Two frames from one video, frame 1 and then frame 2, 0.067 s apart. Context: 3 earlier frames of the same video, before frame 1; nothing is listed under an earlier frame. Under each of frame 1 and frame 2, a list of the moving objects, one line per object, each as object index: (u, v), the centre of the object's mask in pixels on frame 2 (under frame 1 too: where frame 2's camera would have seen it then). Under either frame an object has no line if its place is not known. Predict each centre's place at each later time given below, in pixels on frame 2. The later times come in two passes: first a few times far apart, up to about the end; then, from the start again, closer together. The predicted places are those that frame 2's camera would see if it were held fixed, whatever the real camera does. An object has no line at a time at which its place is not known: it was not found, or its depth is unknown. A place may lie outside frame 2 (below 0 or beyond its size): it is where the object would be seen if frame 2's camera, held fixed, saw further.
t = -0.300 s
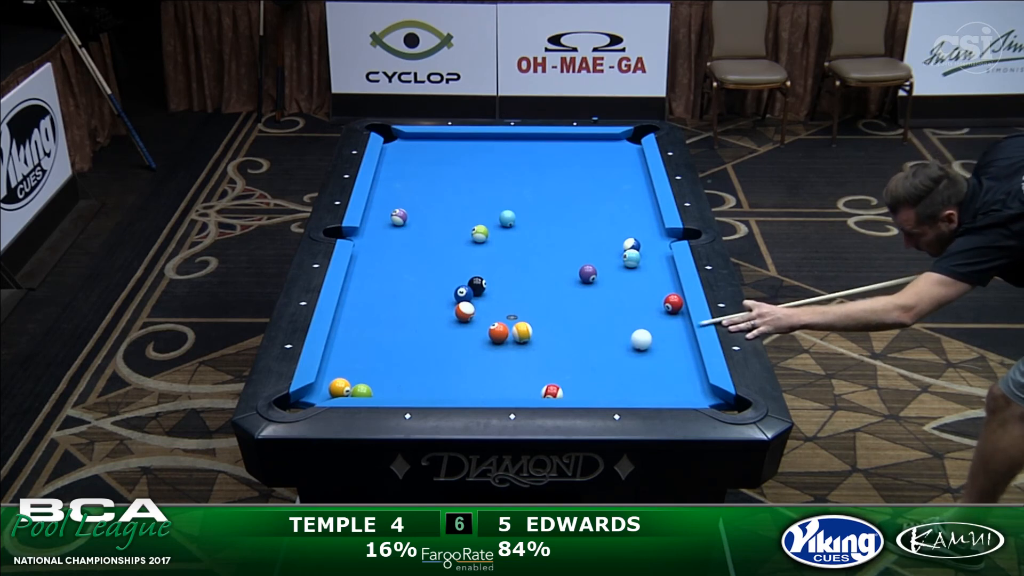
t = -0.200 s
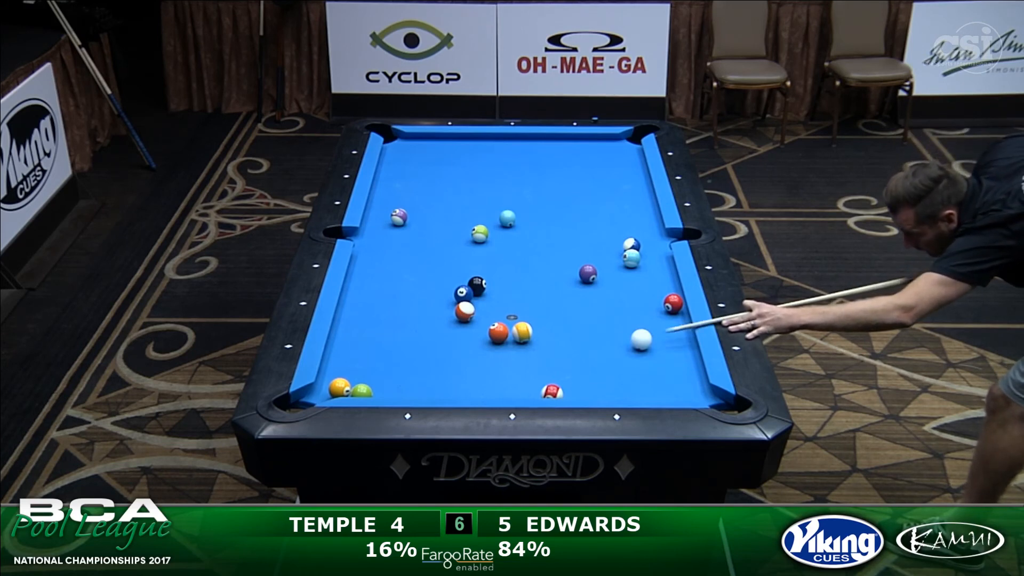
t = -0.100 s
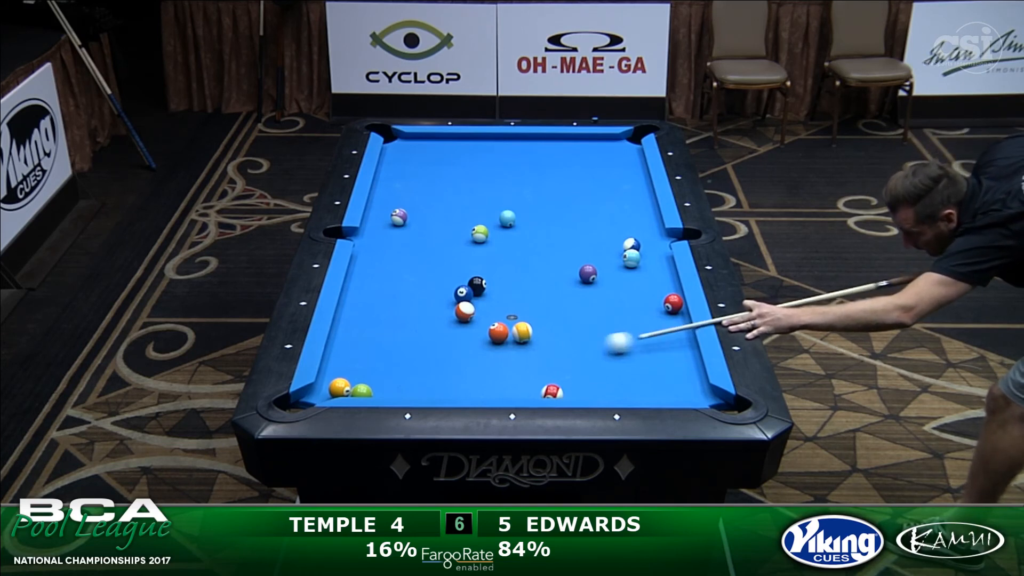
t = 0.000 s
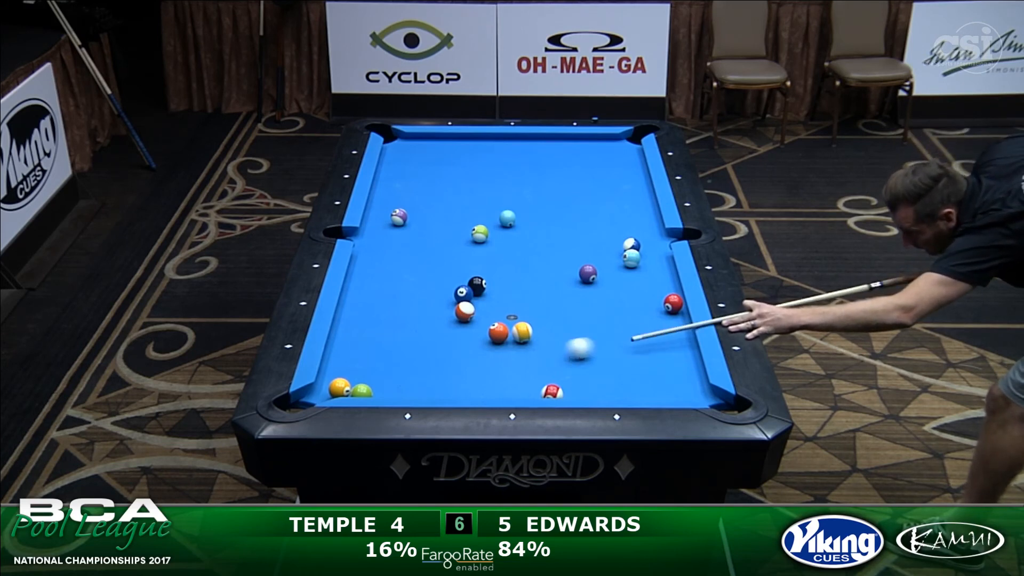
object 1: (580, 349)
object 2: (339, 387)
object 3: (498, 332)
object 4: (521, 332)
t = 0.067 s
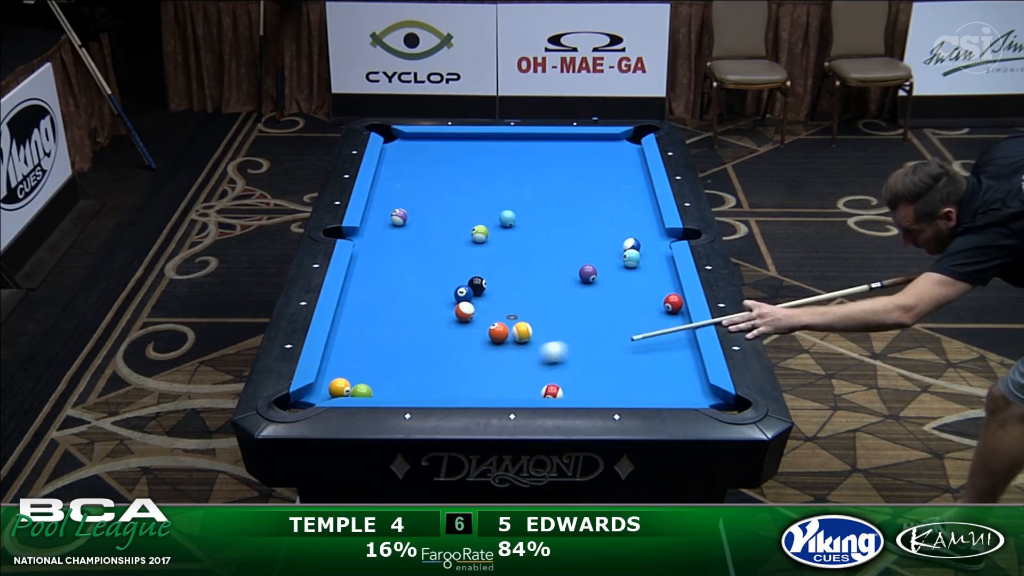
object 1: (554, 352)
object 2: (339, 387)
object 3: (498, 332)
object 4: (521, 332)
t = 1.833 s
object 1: (480, 338)
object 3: (499, 332)
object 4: (521, 332)
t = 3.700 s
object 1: (491, 338)
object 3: (512, 321)
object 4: (547, 331)
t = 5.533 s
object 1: (491, 338)
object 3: (512, 321)
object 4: (547, 331)
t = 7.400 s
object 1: (491, 338)
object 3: (512, 321)
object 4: (547, 331)
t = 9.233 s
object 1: (491, 338)
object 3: (512, 321)
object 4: (547, 331)
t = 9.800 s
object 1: (491, 338)
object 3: (512, 321)
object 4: (547, 331)
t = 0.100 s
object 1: (541, 355)
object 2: (339, 387)
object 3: (498, 332)
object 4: (521, 332)
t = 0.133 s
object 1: (527, 356)
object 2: (339, 387)
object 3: (498, 332)
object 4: (521, 332)
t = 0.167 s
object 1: (514, 358)
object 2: (339, 387)
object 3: (498, 332)
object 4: (521, 332)
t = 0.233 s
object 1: (487, 362)
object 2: (339, 387)
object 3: (498, 332)
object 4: (521, 332)
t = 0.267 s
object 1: (474, 364)
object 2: (339, 387)
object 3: (498, 332)
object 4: (521, 332)
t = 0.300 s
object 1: (460, 366)
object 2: (339, 387)
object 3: (498, 332)
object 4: (521, 332)
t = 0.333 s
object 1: (446, 368)
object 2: (339, 387)
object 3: (498, 332)
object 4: (521, 332)
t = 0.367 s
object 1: (433, 370)
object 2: (339, 387)
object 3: (498, 332)
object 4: (521, 332)
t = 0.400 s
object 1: (419, 372)
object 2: (339, 387)
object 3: (498, 332)
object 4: (521, 332)
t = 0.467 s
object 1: (392, 376)
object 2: (339, 387)
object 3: (498, 332)
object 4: (521, 332)
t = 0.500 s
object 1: (379, 377)
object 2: (339, 387)
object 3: (498, 332)
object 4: (521, 332)
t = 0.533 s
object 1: (367, 377)
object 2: (339, 387)
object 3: (498, 332)
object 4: (521, 332)
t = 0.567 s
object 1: (354, 376)
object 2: (339, 388)
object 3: (498, 332)
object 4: (521, 332)
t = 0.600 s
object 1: (347, 377)
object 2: (330, 391)
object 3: (498, 332)
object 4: (521, 332)
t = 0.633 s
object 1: (341, 376)
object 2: (324, 394)
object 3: (498, 332)
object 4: (521, 332)
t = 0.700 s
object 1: (329, 374)
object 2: (313, 402)
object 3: (498, 332)
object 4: (521, 332)
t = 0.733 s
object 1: (335, 372)
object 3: (498, 332)
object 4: (521, 332)
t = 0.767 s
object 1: (340, 371)
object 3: (498, 332)
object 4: (521, 332)
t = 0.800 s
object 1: (345, 370)
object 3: (498, 332)
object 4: (521, 332)
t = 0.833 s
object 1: (350, 369)
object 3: (498, 332)
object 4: (521, 332)
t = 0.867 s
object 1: (355, 368)
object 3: (498, 332)
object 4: (521, 332)
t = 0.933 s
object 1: (365, 365)
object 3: (498, 332)
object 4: (521, 332)
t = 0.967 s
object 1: (370, 364)
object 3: (498, 332)
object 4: (521, 332)
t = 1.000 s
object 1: (374, 363)
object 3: (498, 332)
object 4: (521, 332)
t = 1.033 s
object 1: (379, 362)
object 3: (498, 332)
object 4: (521, 332)
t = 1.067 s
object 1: (384, 361)
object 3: (498, 332)
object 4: (521, 332)
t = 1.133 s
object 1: (393, 359)
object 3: (498, 332)
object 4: (521, 332)
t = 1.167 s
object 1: (398, 358)
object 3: (498, 332)
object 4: (521, 332)
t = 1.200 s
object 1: (403, 356)
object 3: (498, 332)
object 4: (521, 332)
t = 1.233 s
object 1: (407, 355)
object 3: (498, 332)
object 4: (521, 332)
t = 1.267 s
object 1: (411, 354)
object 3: (498, 332)
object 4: (521, 332)
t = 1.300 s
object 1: (416, 353)
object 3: (498, 332)
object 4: (521, 332)
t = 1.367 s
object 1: (425, 351)
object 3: (498, 332)
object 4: (521, 332)
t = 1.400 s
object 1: (429, 350)
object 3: (498, 332)
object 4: (521, 332)
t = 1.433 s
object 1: (433, 349)
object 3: (498, 332)
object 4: (521, 332)
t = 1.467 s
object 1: (437, 348)
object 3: (498, 332)
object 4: (521, 332)
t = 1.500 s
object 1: (441, 347)
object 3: (498, 332)
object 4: (521, 332)
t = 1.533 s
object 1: (446, 346)
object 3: (498, 332)
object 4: (521, 332)
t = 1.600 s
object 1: (454, 344)
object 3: (498, 332)
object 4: (521, 332)
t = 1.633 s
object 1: (458, 343)
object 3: (498, 332)
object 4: (521, 332)
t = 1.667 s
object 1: (462, 342)
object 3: (498, 332)
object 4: (521, 332)
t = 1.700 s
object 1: (466, 341)
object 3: (498, 332)
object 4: (521, 332)
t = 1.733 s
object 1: (469, 340)
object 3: (498, 332)
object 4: (521, 332)
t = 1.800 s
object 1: (477, 339)
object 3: (498, 332)
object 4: (521, 332)
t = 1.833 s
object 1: (480, 338)
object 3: (499, 332)
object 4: (521, 332)
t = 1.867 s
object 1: (481, 338)
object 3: (501, 331)
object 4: (521, 332)
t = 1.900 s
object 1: (481, 338)
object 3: (502, 331)
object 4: (522, 332)
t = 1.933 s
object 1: (482, 338)
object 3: (502, 330)
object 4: (523, 332)
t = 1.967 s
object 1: (483, 338)
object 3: (503, 330)
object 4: (525, 332)
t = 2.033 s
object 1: (484, 338)
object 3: (503, 329)
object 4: (527, 332)
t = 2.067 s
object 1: (485, 338)
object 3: (504, 329)
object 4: (529, 332)
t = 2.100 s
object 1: (485, 338)
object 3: (504, 328)
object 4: (530, 332)
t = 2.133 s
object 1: (486, 338)
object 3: (505, 328)
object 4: (531, 332)
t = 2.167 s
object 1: (486, 338)
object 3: (505, 328)
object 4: (532, 332)
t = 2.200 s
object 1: (487, 337)
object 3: (505, 327)
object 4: (532, 332)
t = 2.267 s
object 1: (488, 337)
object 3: (506, 326)
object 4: (534, 332)
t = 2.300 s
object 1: (488, 337)
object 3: (507, 326)
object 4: (535, 332)
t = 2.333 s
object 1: (489, 337)
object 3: (507, 326)
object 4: (536, 332)
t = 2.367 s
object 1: (489, 337)
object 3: (507, 325)
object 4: (537, 332)
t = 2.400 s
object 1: (489, 338)
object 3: (508, 325)
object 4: (538, 332)
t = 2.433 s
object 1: (490, 337)
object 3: (508, 324)
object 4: (538, 332)
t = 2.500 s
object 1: (490, 338)
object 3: (508, 324)
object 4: (540, 332)
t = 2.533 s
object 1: (490, 337)
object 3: (509, 324)
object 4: (540, 332)
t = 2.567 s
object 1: (490, 337)
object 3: (509, 323)
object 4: (541, 332)
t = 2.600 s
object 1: (491, 337)
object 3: (509, 323)
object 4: (542, 332)
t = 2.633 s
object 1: (491, 337)
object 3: (509, 323)
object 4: (542, 332)
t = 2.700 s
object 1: (491, 338)
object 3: (510, 323)
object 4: (543, 332)
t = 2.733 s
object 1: (491, 337)
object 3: (510, 322)
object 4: (544, 332)
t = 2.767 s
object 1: (491, 338)
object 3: (510, 322)
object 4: (544, 332)
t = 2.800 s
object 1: (491, 338)
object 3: (510, 322)
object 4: (545, 332)
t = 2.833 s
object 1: (491, 337)
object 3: (511, 322)
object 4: (545, 332)
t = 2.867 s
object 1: (491, 338)
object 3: (511, 322)
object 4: (545, 332)
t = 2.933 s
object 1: (491, 338)
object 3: (511, 322)
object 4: (546, 331)
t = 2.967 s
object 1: (491, 338)
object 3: (511, 322)
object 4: (546, 331)
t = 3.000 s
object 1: (491, 338)
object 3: (511, 321)
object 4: (546, 331)
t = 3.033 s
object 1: (491, 338)
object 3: (512, 321)
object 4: (547, 331)
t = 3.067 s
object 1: (491, 338)
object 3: (512, 321)
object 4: (547, 331)
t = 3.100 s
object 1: (491, 338)
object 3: (512, 321)
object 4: (547, 331)
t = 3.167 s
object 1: (491, 338)
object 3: (512, 321)
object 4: (547, 331)
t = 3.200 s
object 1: (491, 338)
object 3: (512, 321)
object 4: (547, 331)
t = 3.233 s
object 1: (491, 338)
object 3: (512, 321)
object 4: (547, 331)
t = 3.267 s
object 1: (491, 338)
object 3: (512, 321)
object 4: (547, 331)
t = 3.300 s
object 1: (491, 338)
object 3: (512, 321)
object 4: (547, 331)
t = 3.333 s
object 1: (491, 338)
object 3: (512, 321)
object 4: (547, 331)
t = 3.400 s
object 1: (491, 338)
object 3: (512, 321)
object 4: (547, 331)
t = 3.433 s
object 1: (491, 338)
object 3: (512, 321)
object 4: (547, 331)
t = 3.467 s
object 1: (491, 338)
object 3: (512, 321)
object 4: (547, 331)
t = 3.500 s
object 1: (491, 338)
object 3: (512, 321)
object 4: (547, 331)
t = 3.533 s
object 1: (491, 338)
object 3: (512, 321)
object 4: (547, 331)
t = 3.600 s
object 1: (491, 338)
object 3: (512, 321)
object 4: (547, 331)
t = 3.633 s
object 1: (491, 338)
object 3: (512, 321)
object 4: (547, 331)
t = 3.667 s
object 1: (491, 338)
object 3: (512, 321)
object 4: (547, 331)
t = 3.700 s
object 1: (491, 338)
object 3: (512, 321)
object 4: (547, 331)
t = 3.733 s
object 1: (491, 338)
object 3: (512, 321)
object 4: (547, 331)
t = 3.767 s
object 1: (491, 338)
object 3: (512, 321)
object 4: (547, 331)
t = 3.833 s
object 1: (491, 338)
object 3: (512, 321)
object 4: (547, 331)
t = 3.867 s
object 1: (491, 338)
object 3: (512, 321)
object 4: (547, 331)
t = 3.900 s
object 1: (491, 338)
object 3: (512, 321)
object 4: (547, 331)
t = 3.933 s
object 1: (491, 338)
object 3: (512, 321)
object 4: (547, 331)
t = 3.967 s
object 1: (491, 338)
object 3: (512, 321)
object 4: (547, 331)
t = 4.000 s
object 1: (491, 338)
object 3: (512, 321)
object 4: (547, 331)
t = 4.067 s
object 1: (491, 338)
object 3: (512, 321)
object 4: (547, 331)
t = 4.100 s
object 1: (491, 338)
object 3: (512, 321)
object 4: (547, 331)
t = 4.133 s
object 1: (491, 338)
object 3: (512, 321)
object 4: (547, 331)
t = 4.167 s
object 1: (491, 338)
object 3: (512, 321)
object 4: (547, 331)
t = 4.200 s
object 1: (491, 338)
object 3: (512, 321)
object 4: (547, 331)
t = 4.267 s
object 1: (491, 338)
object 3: (512, 321)
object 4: (547, 331)
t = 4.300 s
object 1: (491, 338)
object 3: (512, 321)
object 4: (547, 331)
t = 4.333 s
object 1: (491, 338)
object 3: (512, 321)
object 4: (547, 331)
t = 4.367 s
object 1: (491, 338)
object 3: (512, 321)
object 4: (547, 331)
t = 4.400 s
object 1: (491, 338)
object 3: (512, 321)
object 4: (547, 331)
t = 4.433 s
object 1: (491, 338)
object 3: (512, 321)
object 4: (547, 331)
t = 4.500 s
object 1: (491, 338)
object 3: (512, 321)
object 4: (547, 331)
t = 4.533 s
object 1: (491, 338)
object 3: (512, 321)
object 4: (547, 331)
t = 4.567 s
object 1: (491, 338)
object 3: (512, 321)
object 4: (547, 331)
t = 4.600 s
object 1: (491, 338)
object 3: (512, 321)
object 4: (547, 331)
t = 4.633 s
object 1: (491, 338)
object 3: (512, 321)
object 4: (547, 331)
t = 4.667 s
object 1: (491, 338)
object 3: (512, 321)
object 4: (547, 331)
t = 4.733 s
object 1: (491, 338)
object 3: (512, 321)
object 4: (547, 331)
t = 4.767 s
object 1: (491, 338)
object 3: (512, 321)
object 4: (547, 331)
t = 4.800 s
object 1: (491, 338)
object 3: (512, 321)
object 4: (547, 331)
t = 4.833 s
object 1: (491, 338)
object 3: (512, 321)
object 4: (547, 331)
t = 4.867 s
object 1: (491, 338)
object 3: (512, 321)
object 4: (547, 331)
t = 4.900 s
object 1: (491, 338)
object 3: (512, 321)
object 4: (547, 331)
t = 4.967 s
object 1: (491, 338)
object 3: (512, 321)
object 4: (547, 331)
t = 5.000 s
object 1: (491, 338)
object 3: (512, 321)
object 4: (547, 331)
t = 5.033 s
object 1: (491, 338)
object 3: (512, 321)
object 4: (547, 331)
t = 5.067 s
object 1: (491, 338)
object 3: (512, 321)
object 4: (547, 331)
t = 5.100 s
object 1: (491, 338)
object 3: (512, 321)
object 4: (547, 331)
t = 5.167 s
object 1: (491, 338)
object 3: (512, 321)
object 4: (547, 331)
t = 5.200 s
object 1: (491, 338)
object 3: (512, 321)
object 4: (547, 331)
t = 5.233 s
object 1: (491, 338)
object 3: (512, 321)
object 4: (547, 331)
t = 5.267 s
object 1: (491, 338)
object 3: (512, 321)
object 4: (547, 331)
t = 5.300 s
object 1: (491, 338)
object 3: (512, 321)
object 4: (547, 331)
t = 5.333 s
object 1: (491, 338)
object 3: (512, 321)
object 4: (547, 331)
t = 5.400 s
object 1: (491, 338)
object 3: (512, 321)
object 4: (547, 331)
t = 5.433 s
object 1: (491, 338)
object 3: (512, 321)
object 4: (547, 331)
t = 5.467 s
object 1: (491, 338)
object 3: (512, 321)
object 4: (547, 331)
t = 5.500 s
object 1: (491, 338)
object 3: (512, 321)
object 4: (547, 331)
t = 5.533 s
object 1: (491, 338)
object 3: (512, 321)
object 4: (547, 331)
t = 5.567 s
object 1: (491, 338)
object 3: (512, 321)
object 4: (547, 331)
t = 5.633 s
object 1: (491, 338)
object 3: (512, 321)
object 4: (547, 331)
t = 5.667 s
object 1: (491, 338)
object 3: (512, 321)
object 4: (547, 331)
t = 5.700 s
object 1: (491, 338)
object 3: (512, 321)
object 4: (547, 331)
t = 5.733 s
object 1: (491, 338)
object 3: (512, 321)
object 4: (547, 331)
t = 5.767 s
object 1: (491, 338)
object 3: (512, 321)
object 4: (547, 331)
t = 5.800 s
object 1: (491, 338)
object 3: (512, 321)
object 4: (547, 331)
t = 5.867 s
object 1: (491, 338)
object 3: (512, 321)
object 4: (547, 331)
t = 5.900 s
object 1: (491, 338)
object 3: (512, 321)
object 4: (547, 331)
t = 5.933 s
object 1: (491, 338)
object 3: (512, 321)
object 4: (547, 331)
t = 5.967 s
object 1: (491, 338)
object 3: (512, 321)
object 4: (547, 331)
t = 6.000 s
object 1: (491, 338)
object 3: (512, 321)
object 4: (547, 331)
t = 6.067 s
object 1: (491, 338)
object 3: (512, 321)
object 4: (547, 331)
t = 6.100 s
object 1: (491, 338)
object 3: (512, 321)
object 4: (547, 331)
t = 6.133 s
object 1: (491, 338)
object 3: (512, 321)
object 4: (547, 331)
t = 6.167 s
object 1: (491, 338)
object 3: (512, 321)
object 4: (547, 331)
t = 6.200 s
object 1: (491, 338)
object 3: (512, 321)
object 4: (547, 331)
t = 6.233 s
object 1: (491, 338)
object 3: (512, 321)
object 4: (547, 331)
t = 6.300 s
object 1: (491, 338)
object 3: (512, 321)
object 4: (547, 331)
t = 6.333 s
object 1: (491, 338)
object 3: (512, 321)
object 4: (547, 331)
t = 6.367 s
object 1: (491, 338)
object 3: (512, 321)
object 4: (547, 331)
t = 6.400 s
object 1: (491, 338)
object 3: (512, 321)
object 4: (547, 331)
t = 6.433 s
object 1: (491, 338)
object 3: (512, 321)
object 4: (547, 331)
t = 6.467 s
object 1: (491, 338)
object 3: (512, 321)
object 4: (547, 331)
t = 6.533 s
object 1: (491, 338)
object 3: (512, 321)
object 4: (547, 331)
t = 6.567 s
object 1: (491, 338)
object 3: (512, 321)
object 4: (547, 331)
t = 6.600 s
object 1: (491, 338)
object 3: (512, 321)
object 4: (547, 331)
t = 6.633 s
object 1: (491, 338)
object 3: (512, 321)
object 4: (547, 331)
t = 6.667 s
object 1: (491, 338)
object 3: (512, 321)
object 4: (547, 331)
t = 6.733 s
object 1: (491, 338)
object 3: (512, 321)
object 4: (547, 331)
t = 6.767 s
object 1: (491, 338)
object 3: (512, 321)
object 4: (547, 331)
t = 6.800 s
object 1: (491, 338)
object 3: (512, 321)
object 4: (547, 331)
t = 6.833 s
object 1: (491, 338)
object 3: (512, 321)
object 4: (547, 331)
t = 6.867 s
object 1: (491, 338)
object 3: (512, 321)
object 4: (547, 331)
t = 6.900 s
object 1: (491, 338)
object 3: (512, 321)
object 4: (547, 331)
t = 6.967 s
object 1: (491, 338)
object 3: (512, 321)
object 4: (547, 331)
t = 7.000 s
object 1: (491, 338)
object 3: (512, 321)
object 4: (547, 331)
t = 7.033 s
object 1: (491, 338)
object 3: (512, 321)
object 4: (547, 331)
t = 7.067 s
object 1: (491, 338)
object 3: (512, 321)
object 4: (547, 331)
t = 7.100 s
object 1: (491, 338)
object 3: (512, 321)
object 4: (547, 331)
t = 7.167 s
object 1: (491, 338)
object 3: (512, 321)
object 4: (547, 331)
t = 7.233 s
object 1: (491, 338)
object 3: (512, 321)
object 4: (547, 331)
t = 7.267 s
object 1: (491, 338)
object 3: (512, 321)
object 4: (547, 331)
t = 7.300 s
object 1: (491, 338)
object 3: (512, 321)
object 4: (547, 331)
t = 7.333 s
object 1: (491, 338)
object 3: (512, 321)
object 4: (547, 331)
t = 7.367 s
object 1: (491, 338)
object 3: (512, 321)
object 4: (547, 331)
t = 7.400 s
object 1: (491, 338)
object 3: (512, 321)
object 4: (547, 331)
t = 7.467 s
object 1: (491, 338)
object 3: (512, 321)
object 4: (547, 331)
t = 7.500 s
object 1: (491, 338)
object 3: (512, 321)
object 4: (547, 331)
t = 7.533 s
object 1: (491, 338)
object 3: (512, 321)
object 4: (547, 331)
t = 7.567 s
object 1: (491, 338)
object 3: (512, 321)
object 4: (547, 331)
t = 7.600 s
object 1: (491, 338)
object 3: (512, 321)
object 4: (547, 331)
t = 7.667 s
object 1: (491, 338)
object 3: (512, 321)
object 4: (547, 331)
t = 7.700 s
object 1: (491, 338)
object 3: (512, 321)
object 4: (547, 331)
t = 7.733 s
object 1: (491, 338)
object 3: (512, 321)
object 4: (547, 331)
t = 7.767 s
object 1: (491, 338)
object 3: (512, 321)
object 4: (547, 331)
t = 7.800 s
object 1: (491, 338)
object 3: (512, 321)
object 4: (547, 331)
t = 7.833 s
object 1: (491, 338)
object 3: (512, 321)
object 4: (547, 331)
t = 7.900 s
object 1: (491, 338)
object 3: (512, 321)
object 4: (547, 331)
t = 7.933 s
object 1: (491, 338)
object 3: (512, 321)
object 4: (547, 331)
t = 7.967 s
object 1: (491, 338)
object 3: (512, 321)
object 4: (547, 331)
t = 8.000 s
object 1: (491, 338)
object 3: (512, 321)
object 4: (547, 331)
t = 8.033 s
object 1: (491, 338)
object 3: (512, 321)
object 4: (547, 331)
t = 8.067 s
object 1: (491, 338)
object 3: (512, 321)
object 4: (547, 331)
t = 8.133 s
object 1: (491, 338)
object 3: (512, 321)
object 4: (547, 331)
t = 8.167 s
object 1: (491, 338)
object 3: (512, 321)
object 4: (547, 331)
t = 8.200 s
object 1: (491, 338)
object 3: (512, 321)
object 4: (547, 331)
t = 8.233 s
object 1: (491, 338)
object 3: (512, 321)
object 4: (547, 331)
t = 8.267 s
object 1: (491, 338)
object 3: (512, 321)
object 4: (547, 331)
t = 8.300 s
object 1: (491, 338)
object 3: (512, 321)
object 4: (547, 331)
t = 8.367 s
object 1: (491, 338)
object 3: (512, 321)
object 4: (547, 331)
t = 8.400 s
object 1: (491, 338)
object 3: (512, 321)
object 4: (547, 331)
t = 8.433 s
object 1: (491, 338)
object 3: (512, 321)
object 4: (547, 331)
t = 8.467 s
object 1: (491, 338)
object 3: (512, 321)
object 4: (547, 331)
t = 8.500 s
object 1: (491, 338)
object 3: (512, 321)
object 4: (547, 331)
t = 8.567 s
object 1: (491, 338)
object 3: (512, 321)
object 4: (547, 331)
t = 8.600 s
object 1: (491, 338)
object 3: (512, 321)
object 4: (547, 331)
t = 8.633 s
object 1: (491, 338)
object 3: (512, 321)
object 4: (547, 331)
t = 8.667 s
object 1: (491, 338)
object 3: (512, 321)
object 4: (547, 331)
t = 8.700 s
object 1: (491, 338)
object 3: (512, 321)
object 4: (547, 331)
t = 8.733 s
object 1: (491, 338)
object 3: (512, 321)
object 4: (547, 331)
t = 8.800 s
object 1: (491, 338)
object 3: (512, 321)
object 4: (547, 331)
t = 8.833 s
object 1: (491, 338)
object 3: (512, 321)
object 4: (547, 331)
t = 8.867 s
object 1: (491, 338)
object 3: (512, 321)
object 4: (547, 331)
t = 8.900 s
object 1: (491, 338)
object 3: (512, 321)
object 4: (547, 331)
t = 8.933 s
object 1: (491, 338)
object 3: (512, 321)
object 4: (547, 331)
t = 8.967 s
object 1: (491, 338)
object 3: (512, 321)
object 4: (547, 331)
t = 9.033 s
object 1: (491, 338)
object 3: (512, 321)
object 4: (547, 331)
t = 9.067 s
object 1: (491, 338)
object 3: (512, 321)
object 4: (547, 331)
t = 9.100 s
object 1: (491, 338)
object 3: (512, 321)
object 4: (547, 331)
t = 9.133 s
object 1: (491, 338)
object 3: (512, 321)
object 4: (547, 331)
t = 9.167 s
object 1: (491, 338)
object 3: (512, 321)
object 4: (547, 331)
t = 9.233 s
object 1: (491, 338)
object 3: (512, 321)
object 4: (547, 331)
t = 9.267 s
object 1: (491, 338)
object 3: (512, 321)
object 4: (547, 331)
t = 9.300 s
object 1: (491, 338)
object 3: (512, 321)
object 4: (547, 331)
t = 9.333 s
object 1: (491, 338)
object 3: (512, 321)
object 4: (547, 331)
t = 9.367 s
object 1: (491, 338)
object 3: (512, 321)
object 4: (547, 331)
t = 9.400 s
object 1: (491, 338)
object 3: (512, 321)
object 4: (547, 331)
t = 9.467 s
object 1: (491, 338)
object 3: (512, 321)
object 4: (547, 331)
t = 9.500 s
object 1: (491, 338)
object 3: (512, 321)
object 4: (547, 331)
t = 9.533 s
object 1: (491, 338)
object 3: (512, 321)
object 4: (547, 331)
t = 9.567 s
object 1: (491, 338)
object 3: (512, 321)
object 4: (547, 331)
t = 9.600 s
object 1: (491, 338)
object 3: (512, 321)
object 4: (547, 331)
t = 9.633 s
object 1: (491, 338)
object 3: (512, 321)
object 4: (547, 331)
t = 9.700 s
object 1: (491, 338)
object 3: (512, 321)
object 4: (547, 331)
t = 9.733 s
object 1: (491, 338)
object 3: (512, 321)
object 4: (547, 331)
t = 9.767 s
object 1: (491, 338)
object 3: (512, 321)
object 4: (547, 331)
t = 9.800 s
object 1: (491, 338)
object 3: (512, 321)
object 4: (547, 331)
